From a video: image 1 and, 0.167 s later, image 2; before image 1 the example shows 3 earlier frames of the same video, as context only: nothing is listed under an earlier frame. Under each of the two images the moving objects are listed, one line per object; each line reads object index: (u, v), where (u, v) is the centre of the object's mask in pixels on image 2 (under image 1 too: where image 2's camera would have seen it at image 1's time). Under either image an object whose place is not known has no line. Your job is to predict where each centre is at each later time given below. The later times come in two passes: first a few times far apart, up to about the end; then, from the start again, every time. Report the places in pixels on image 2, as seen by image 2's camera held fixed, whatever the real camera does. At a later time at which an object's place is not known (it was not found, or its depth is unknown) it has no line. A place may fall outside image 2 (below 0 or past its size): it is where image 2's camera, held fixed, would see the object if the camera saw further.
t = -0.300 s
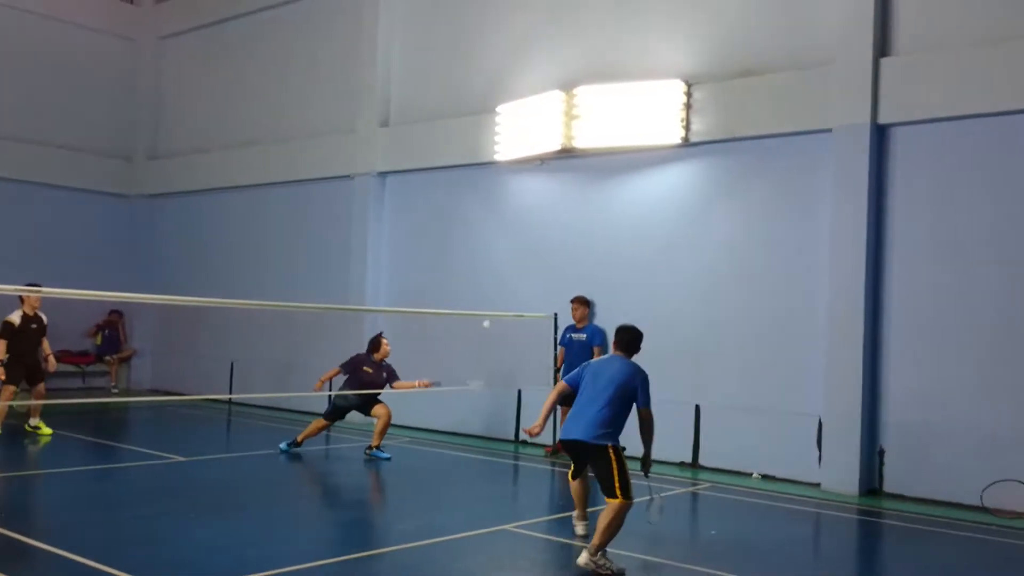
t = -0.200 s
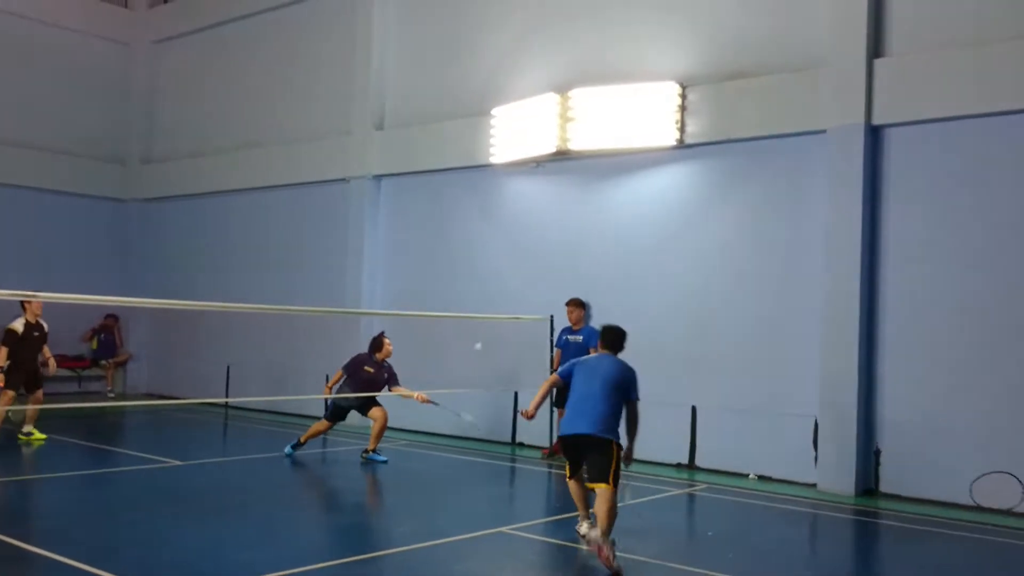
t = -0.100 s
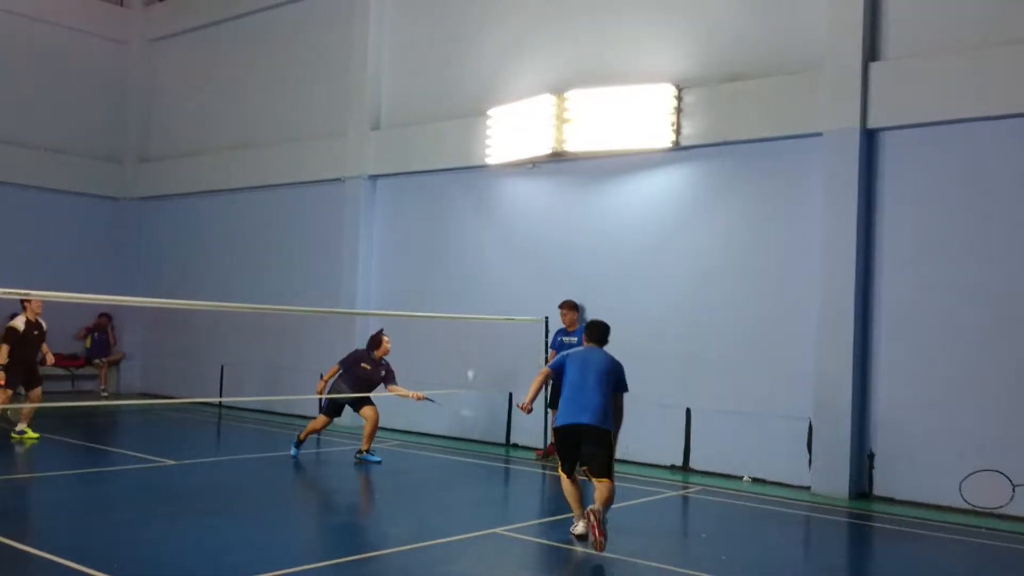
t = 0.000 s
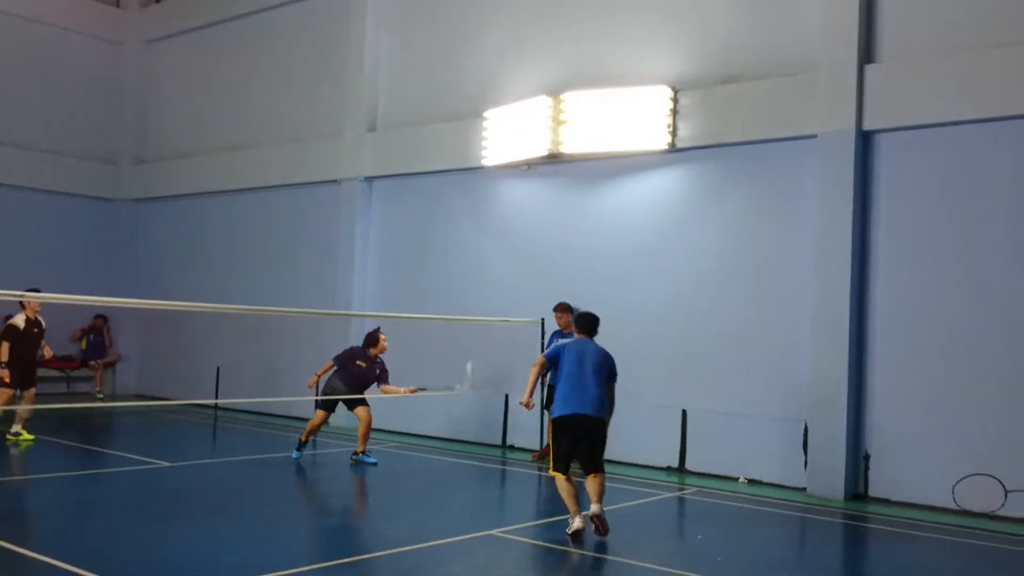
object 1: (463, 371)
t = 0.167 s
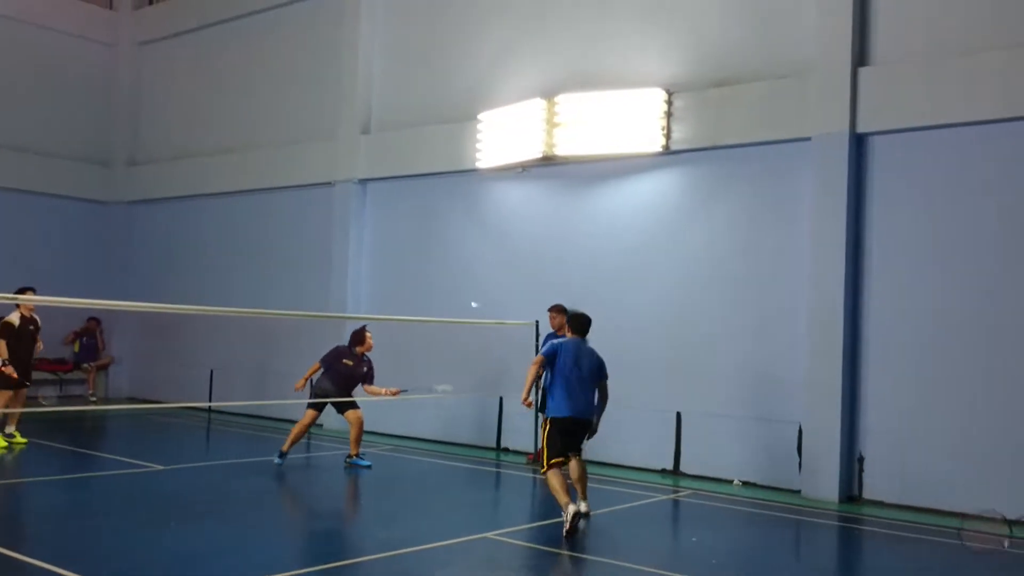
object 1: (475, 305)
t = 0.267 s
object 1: (484, 287)
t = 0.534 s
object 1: (491, 278)
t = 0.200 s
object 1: (477, 299)
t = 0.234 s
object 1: (481, 293)
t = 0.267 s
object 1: (484, 287)
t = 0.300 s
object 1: (486, 282)
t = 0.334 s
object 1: (488, 278)
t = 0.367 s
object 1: (490, 275)
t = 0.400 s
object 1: (490, 273)
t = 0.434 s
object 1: (491, 272)
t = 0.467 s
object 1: (491, 272)
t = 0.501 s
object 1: (490, 273)
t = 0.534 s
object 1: (491, 278)
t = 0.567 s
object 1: (491, 282)
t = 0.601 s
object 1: (493, 286)
